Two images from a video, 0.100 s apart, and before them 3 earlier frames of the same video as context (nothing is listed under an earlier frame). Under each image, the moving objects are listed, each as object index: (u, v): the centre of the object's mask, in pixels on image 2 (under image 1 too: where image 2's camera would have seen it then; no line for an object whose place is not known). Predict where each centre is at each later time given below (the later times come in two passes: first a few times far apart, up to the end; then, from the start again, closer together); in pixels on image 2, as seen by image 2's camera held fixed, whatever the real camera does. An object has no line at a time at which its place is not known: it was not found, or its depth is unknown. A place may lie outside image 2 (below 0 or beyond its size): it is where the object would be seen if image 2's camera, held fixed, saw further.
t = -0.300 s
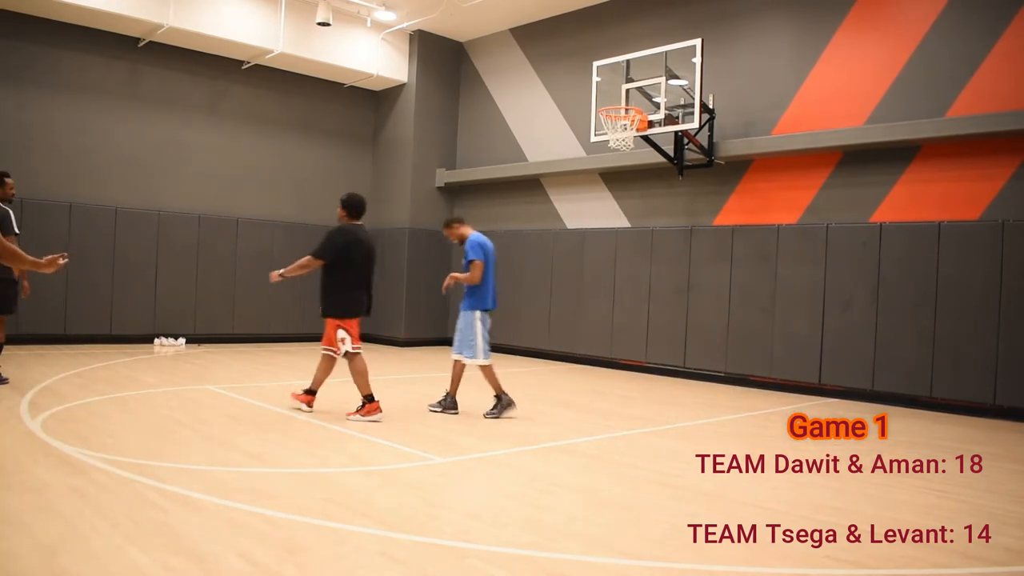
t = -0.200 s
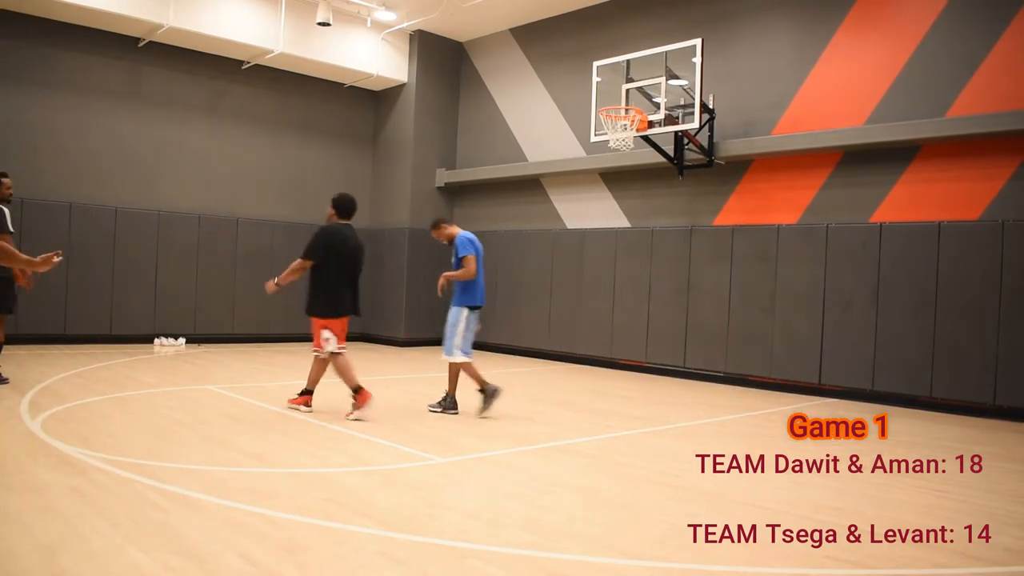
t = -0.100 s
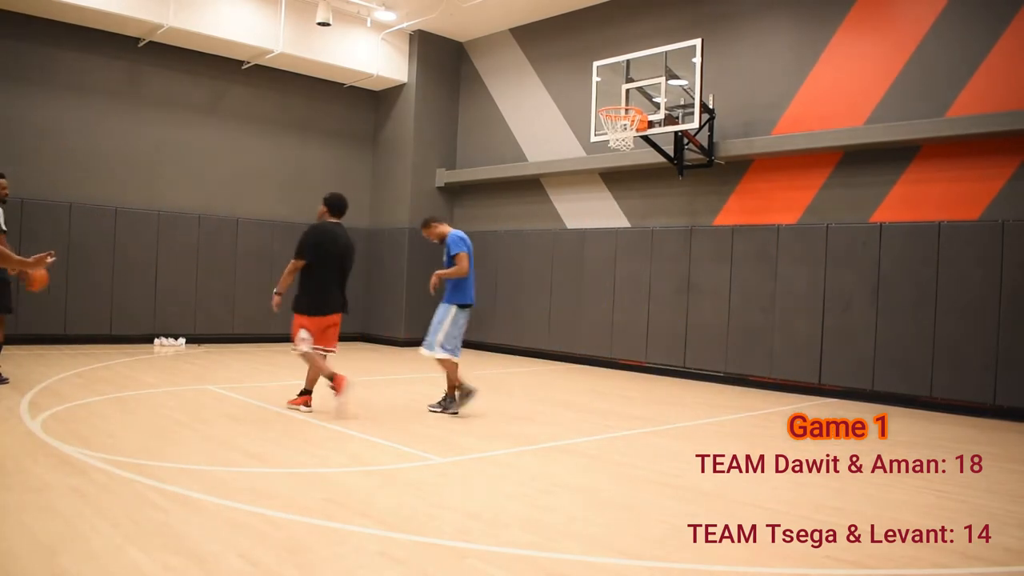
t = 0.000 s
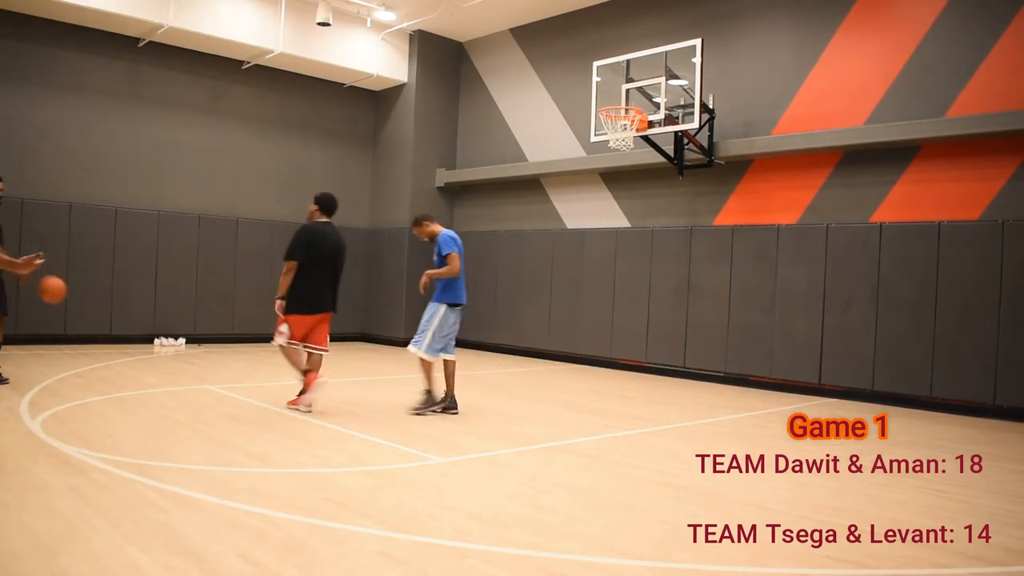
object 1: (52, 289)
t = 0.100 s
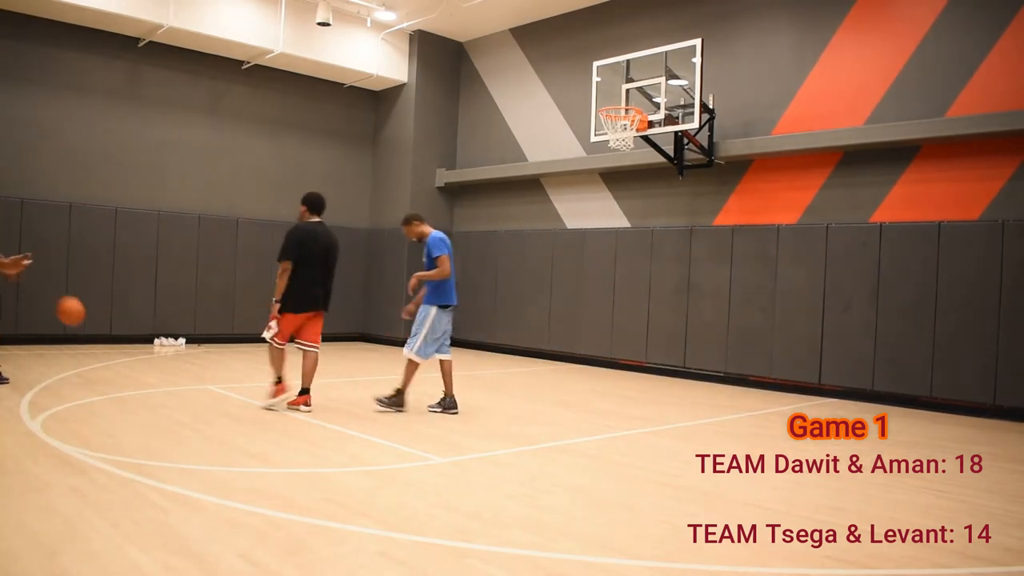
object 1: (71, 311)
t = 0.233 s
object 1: (93, 354)
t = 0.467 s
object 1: (136, 328)
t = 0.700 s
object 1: (177, 322)
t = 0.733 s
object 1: (183, 326)
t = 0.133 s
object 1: (76, 320)
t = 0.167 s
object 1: (83, 330)
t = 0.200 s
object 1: (88, 341)
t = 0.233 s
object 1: (93, 354)
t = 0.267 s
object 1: (101, 371)
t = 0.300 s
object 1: (106, 365)
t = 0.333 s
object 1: (113, 354)
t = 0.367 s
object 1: (118, 346)
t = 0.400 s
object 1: (125, 338)
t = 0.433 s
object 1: (130, 332)
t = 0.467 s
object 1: (136, 328)
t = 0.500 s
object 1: (148, 320)
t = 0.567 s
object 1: (153, 319)
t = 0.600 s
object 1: (159, 318)
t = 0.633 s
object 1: (165, 318)
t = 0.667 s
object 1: (171, 320)
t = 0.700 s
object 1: (177, 322)
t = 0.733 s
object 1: (183, 326)
